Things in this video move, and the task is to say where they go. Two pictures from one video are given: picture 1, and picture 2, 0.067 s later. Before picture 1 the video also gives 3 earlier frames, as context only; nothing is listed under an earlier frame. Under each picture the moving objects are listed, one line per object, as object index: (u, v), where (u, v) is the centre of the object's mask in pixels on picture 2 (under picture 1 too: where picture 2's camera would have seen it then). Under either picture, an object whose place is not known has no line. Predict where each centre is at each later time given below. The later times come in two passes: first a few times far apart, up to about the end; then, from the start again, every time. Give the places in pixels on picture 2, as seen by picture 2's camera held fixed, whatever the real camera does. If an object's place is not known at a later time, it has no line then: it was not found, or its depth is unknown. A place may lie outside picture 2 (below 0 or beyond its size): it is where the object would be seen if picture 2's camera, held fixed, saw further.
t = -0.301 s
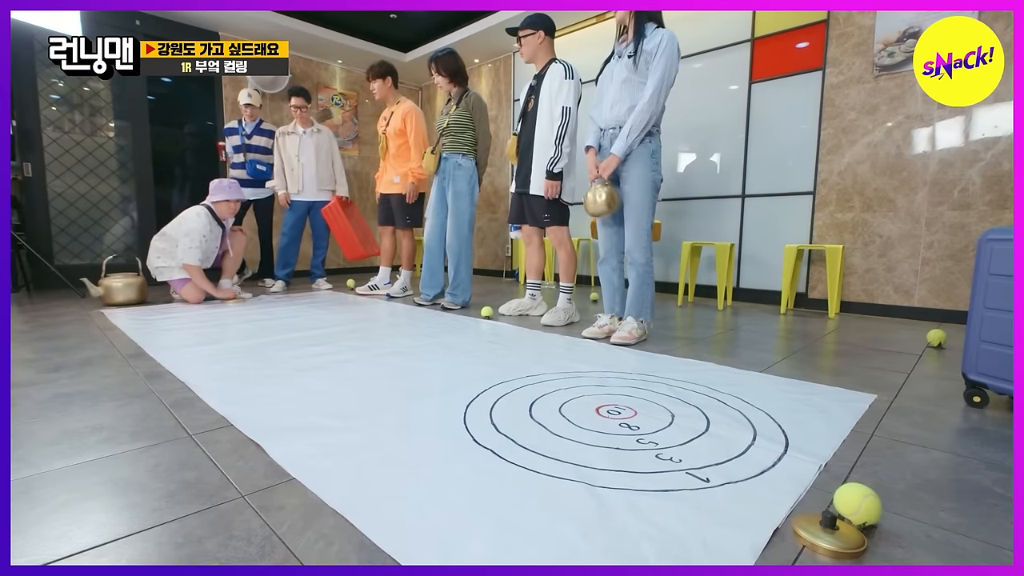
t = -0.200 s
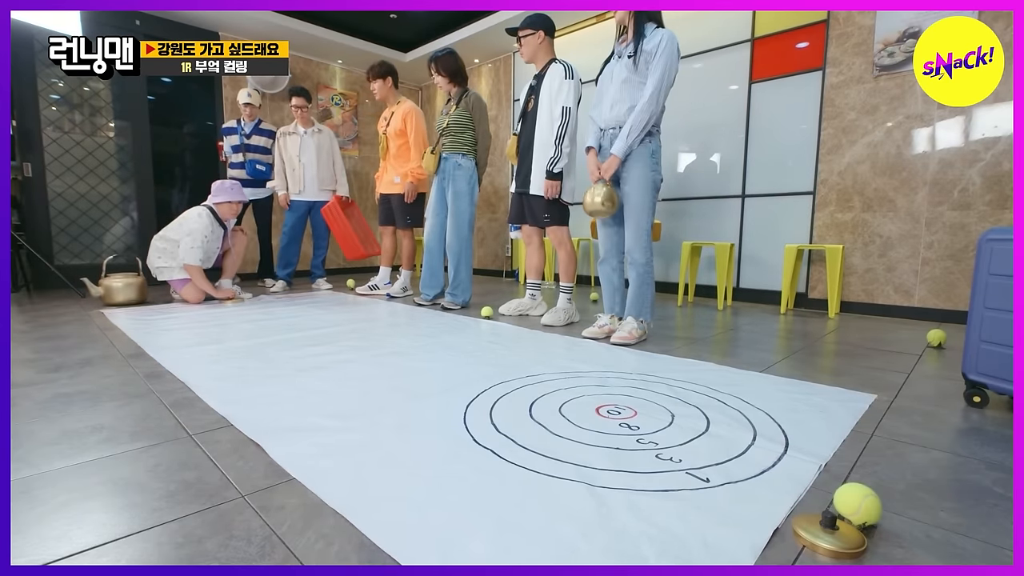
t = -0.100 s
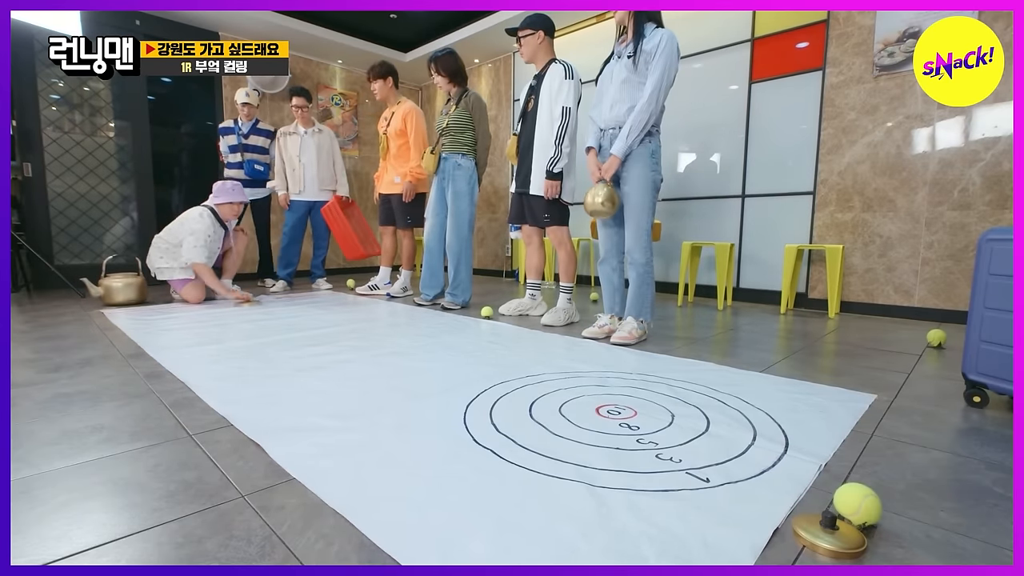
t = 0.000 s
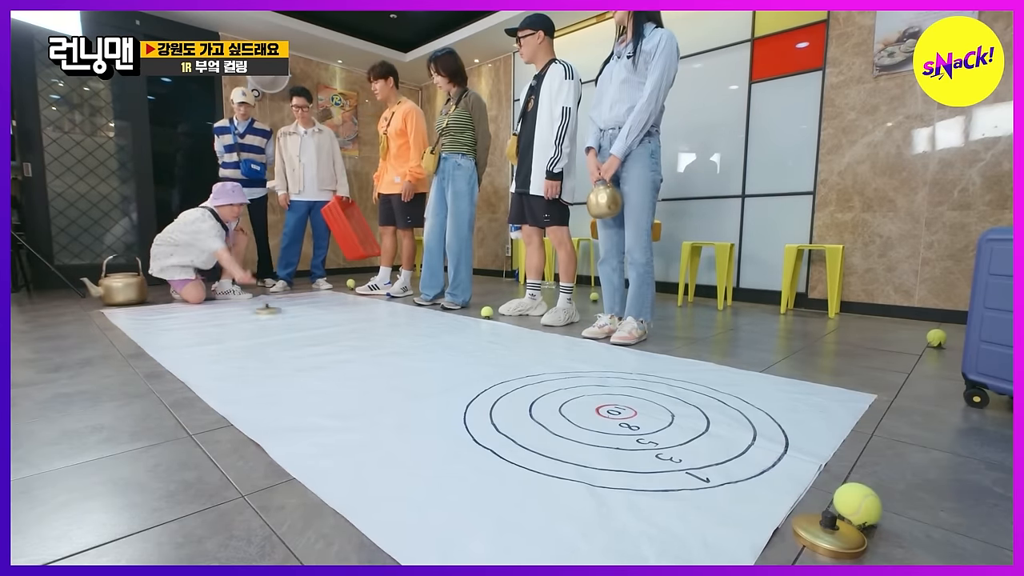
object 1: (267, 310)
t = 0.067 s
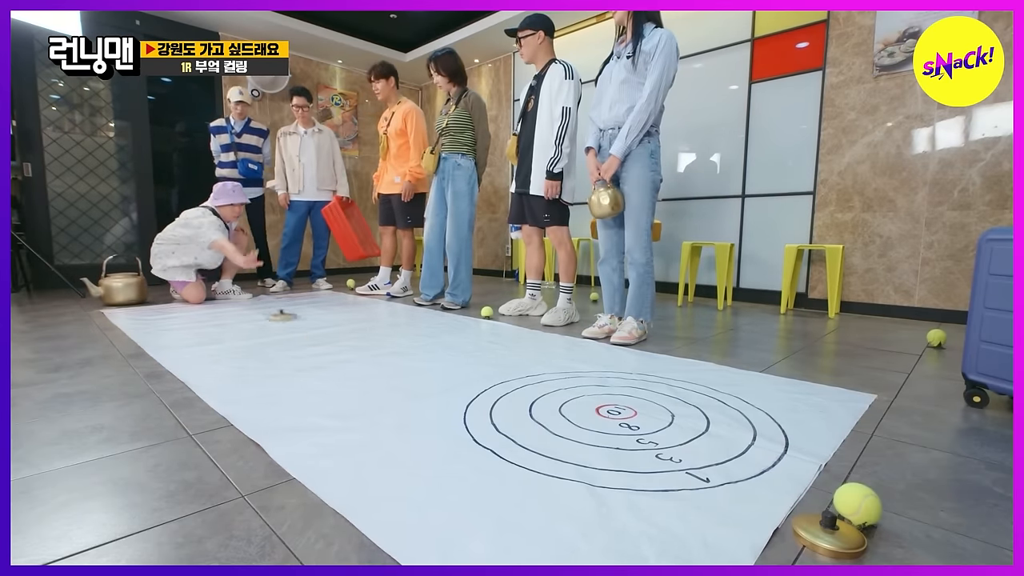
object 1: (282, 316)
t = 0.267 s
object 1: (332, 338)
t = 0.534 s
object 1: (419, 378)
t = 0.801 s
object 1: (515, 420)
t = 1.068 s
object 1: (586, 451)
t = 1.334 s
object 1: (595, 455)
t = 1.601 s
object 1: (595, 455)
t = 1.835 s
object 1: (595, 455)
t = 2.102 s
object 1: (595, 455)
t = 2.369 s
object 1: (595, 455)
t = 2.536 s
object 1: (595, 455)
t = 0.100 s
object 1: (290, 320)
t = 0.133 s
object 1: (297, 324)
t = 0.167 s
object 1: (305, 327)
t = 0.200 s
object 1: (314, 330)
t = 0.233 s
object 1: (323, 334)
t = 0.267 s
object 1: (332, 338)
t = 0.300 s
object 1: (341, 342)
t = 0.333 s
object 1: (352, 347)
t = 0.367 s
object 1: (362, 352)
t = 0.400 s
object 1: (373, 356)
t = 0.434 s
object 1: (384, 361)
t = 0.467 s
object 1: (395, 367)
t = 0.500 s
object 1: (407, 372)
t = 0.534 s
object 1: (419, 378)
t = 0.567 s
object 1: (432, 383)
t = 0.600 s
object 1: (444, 388)
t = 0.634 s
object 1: (455, 393)
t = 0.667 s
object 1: (467, 399)
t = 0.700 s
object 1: (480, 405)
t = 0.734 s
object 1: (492, 410)
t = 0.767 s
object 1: (504, 416)
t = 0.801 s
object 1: (515, 420)
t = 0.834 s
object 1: (527, 425)
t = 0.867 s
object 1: (536, 429)
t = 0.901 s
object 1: (547, 435)
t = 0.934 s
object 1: (557, 439)
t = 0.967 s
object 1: (565, 443)
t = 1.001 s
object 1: (574, 446)
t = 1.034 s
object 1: (580, 449)
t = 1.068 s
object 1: (586, 451)
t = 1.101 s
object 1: (590, 453)
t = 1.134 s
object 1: (593, 454)
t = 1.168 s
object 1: (595, 455)
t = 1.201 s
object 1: (595, 455)
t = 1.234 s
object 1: (595, 455)
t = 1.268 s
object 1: (595, 455)
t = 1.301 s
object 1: (595, 455)
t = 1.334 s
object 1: (595, 455)
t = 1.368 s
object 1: (595, 455)
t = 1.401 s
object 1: (595, 455)
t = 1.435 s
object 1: (595, 455)
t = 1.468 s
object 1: (595, 455)
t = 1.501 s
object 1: (595, 455)
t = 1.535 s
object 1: (595, 455)
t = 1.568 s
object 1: (595, 455)
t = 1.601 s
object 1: (595, 455)
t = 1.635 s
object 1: (595, 455)
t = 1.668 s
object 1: (595, 455)
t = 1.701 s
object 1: (595, 455)
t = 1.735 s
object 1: (595, 455)
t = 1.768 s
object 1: (595, 455)
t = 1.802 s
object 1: (595, 455)
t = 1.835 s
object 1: (595, 455)
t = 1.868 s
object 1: (595, 455)
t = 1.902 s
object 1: (595, 455)
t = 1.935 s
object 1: (595, 455)
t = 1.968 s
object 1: (595, 455)
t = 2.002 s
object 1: (595, 455)
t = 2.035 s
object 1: (595, 455)
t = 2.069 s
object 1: (595, 455)
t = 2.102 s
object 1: (595, 455)
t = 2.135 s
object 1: (595, 455)
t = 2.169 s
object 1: (595, 455)
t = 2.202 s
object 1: (595, 455)
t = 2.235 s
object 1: (595, 455)
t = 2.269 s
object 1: (595, 455)
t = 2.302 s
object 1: (595, 455)
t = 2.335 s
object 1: (595, 455)
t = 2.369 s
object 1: (595, 455)
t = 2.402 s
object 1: (595, 455)
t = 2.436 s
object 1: (595, 455)
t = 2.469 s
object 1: (595, 455)
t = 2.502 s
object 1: (595, 455)
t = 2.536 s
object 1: (595, 455)
